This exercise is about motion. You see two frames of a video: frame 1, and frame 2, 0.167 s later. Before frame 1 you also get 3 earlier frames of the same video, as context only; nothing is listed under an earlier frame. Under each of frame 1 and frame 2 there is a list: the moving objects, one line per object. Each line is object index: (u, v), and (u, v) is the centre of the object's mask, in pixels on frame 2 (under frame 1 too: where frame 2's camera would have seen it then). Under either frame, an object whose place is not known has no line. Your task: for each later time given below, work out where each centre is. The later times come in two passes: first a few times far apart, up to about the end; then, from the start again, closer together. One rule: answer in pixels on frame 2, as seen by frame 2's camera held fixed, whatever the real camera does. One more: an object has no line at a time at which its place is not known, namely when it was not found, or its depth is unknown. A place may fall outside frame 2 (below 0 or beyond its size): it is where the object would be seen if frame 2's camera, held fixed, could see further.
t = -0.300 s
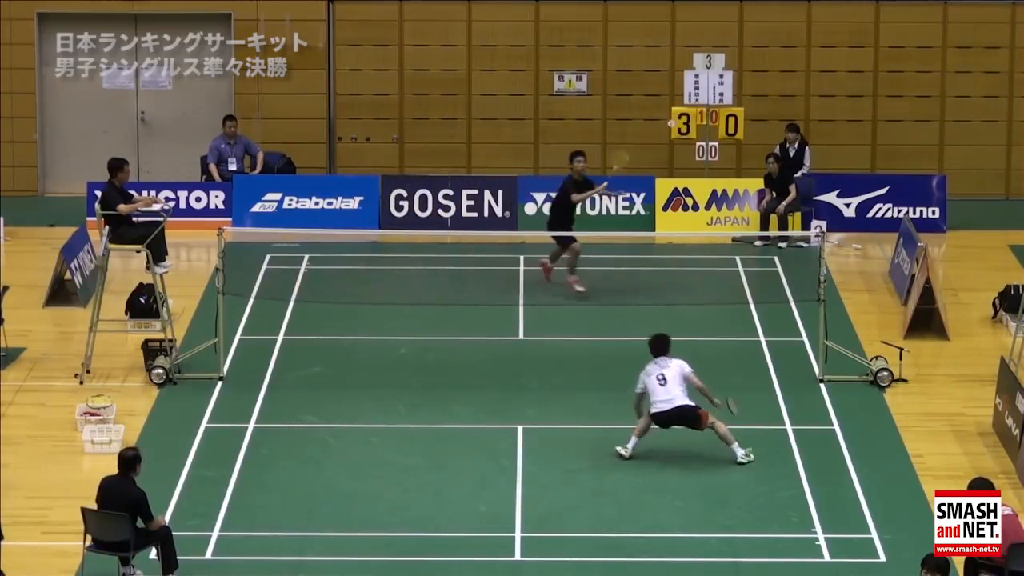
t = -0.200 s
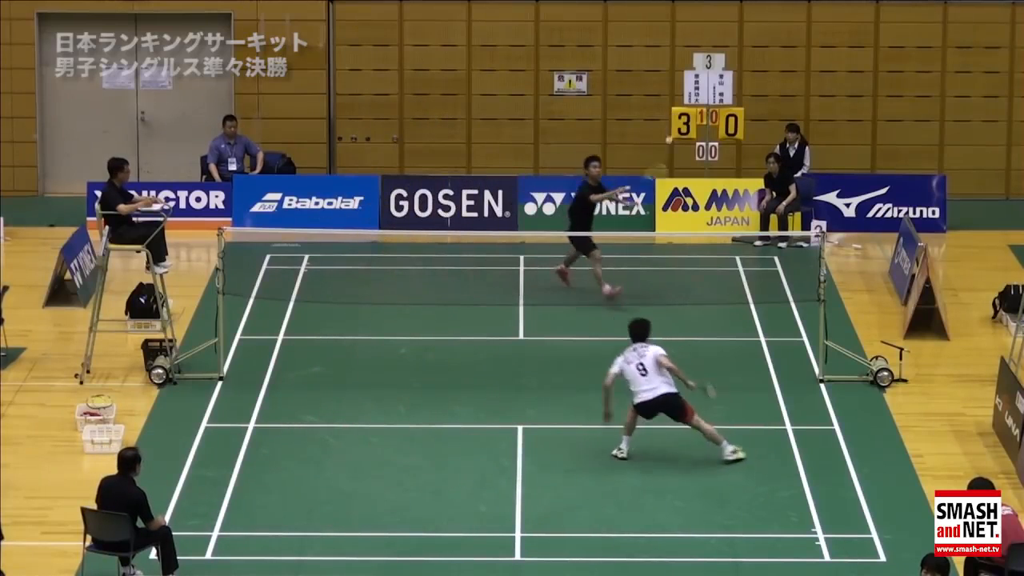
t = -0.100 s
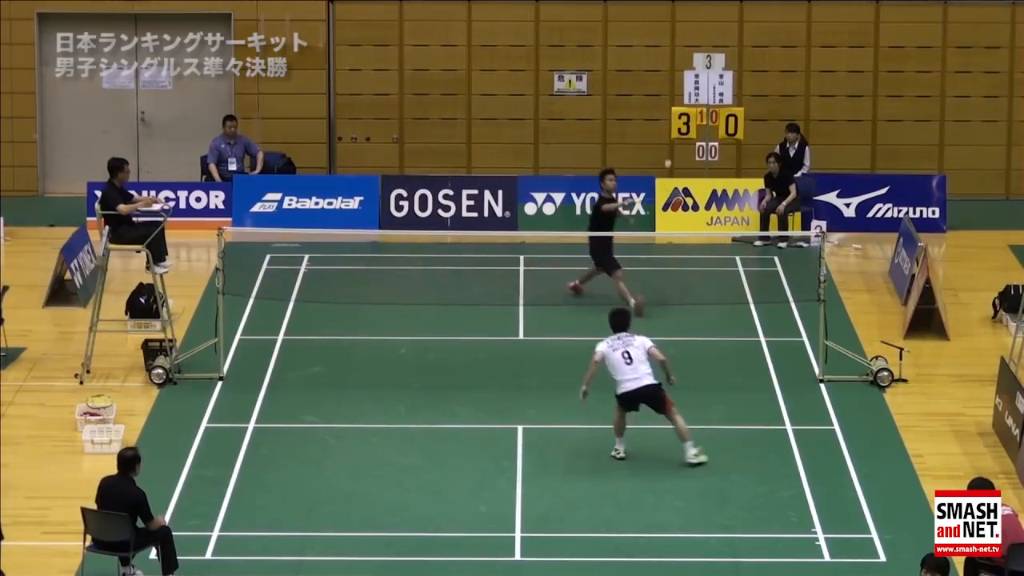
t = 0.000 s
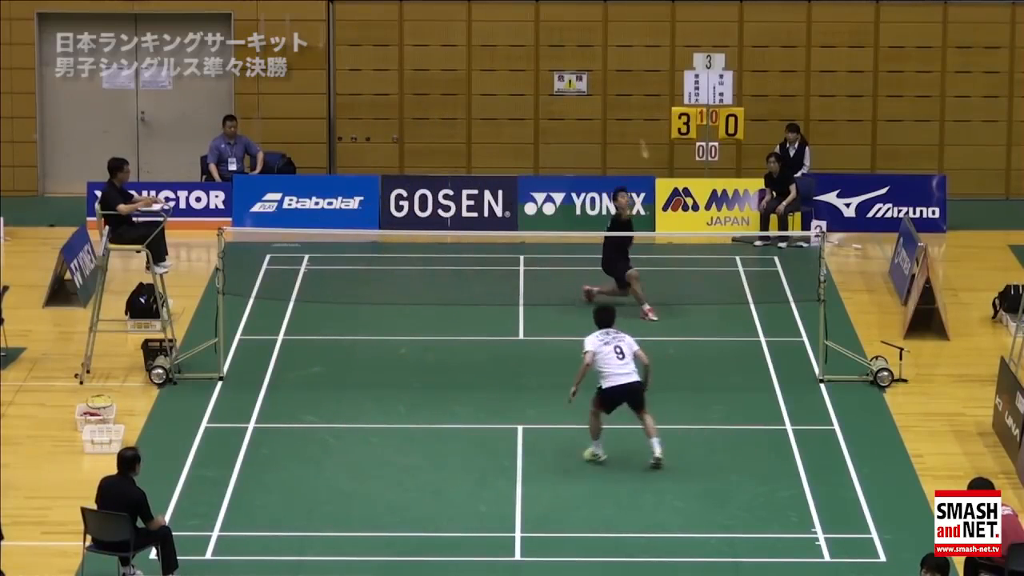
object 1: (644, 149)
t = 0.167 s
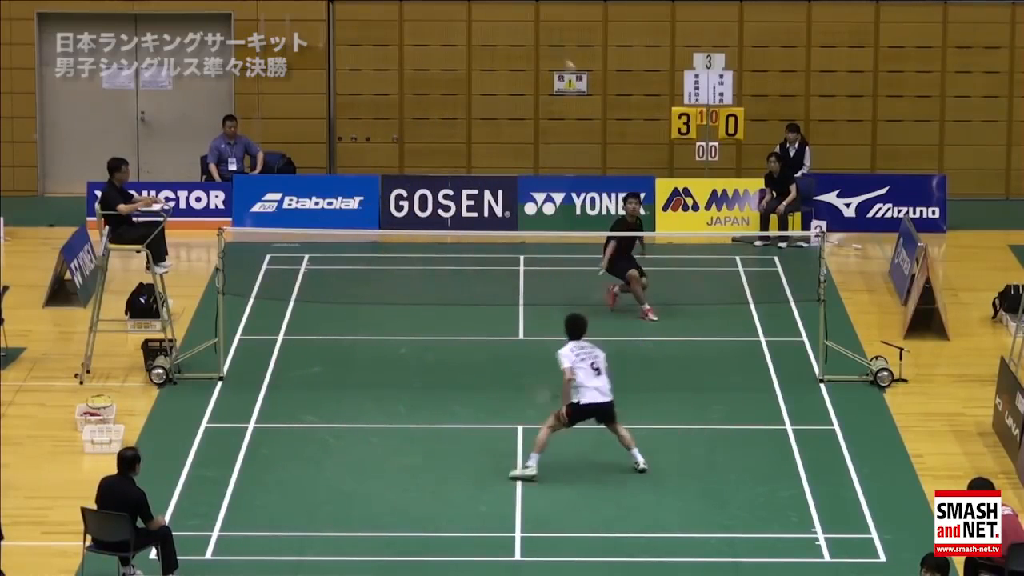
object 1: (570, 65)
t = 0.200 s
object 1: (559, 55)
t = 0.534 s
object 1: (470, 30)
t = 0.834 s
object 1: (411, 101)
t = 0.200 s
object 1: (559, 55)
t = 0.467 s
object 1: (485, 25)
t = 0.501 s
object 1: (477, 27)
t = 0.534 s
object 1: (470, 30)
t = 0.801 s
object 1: (417, 89)
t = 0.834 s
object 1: (411, 101)
